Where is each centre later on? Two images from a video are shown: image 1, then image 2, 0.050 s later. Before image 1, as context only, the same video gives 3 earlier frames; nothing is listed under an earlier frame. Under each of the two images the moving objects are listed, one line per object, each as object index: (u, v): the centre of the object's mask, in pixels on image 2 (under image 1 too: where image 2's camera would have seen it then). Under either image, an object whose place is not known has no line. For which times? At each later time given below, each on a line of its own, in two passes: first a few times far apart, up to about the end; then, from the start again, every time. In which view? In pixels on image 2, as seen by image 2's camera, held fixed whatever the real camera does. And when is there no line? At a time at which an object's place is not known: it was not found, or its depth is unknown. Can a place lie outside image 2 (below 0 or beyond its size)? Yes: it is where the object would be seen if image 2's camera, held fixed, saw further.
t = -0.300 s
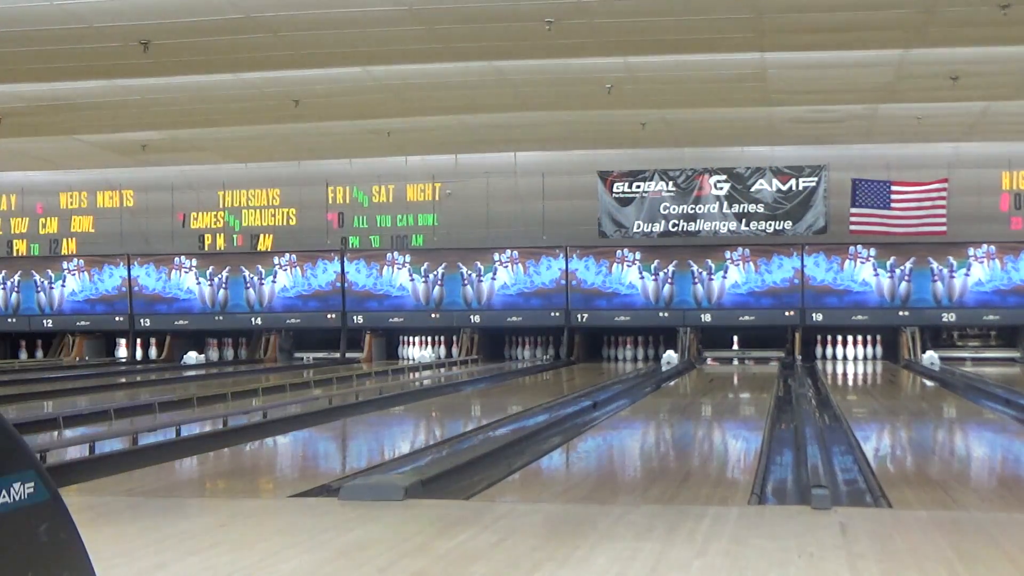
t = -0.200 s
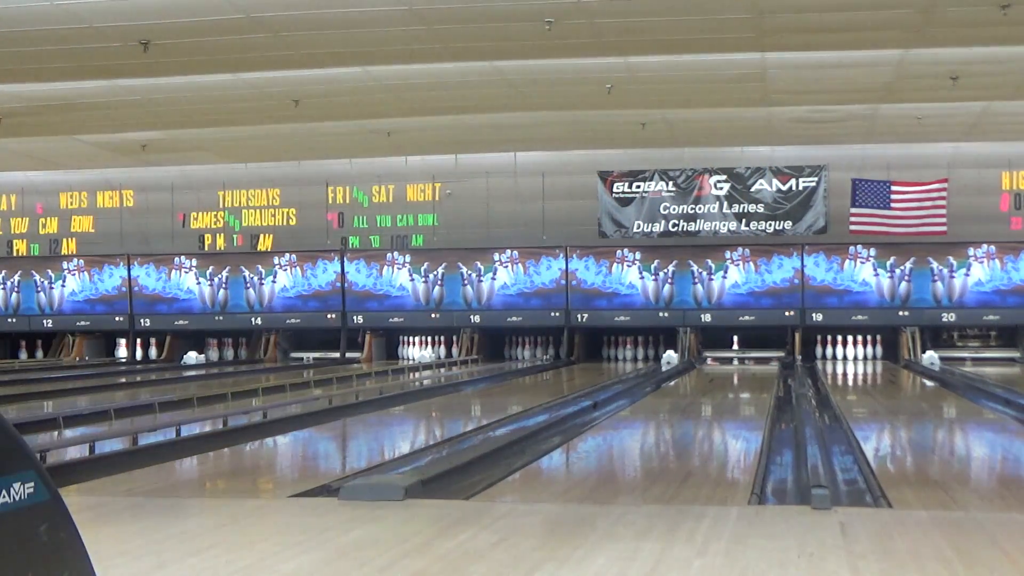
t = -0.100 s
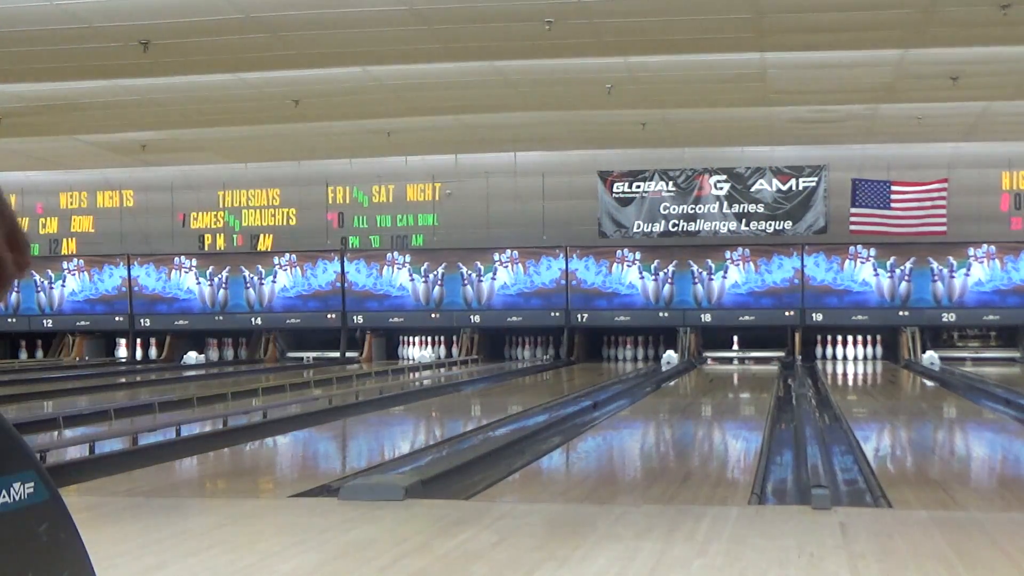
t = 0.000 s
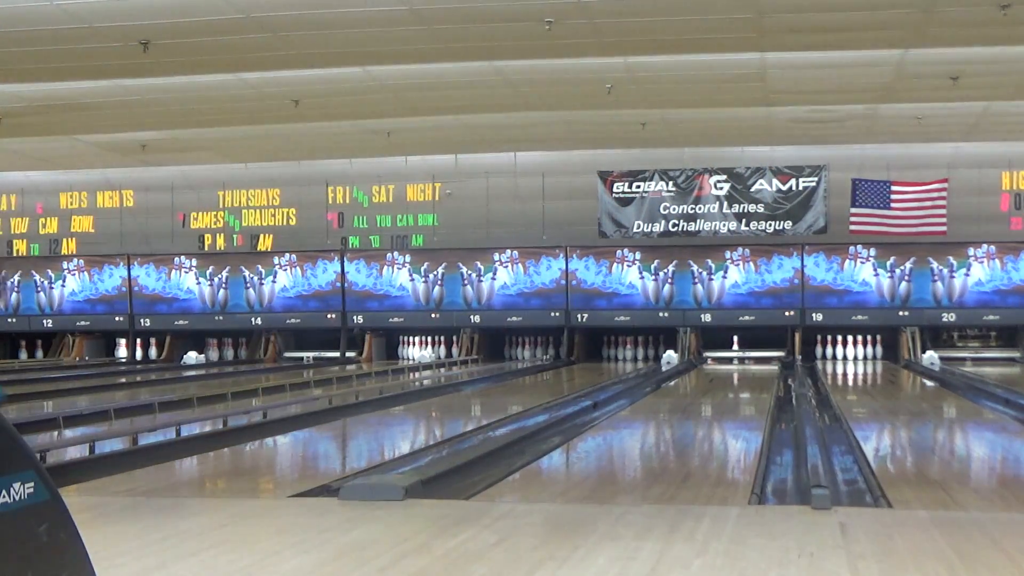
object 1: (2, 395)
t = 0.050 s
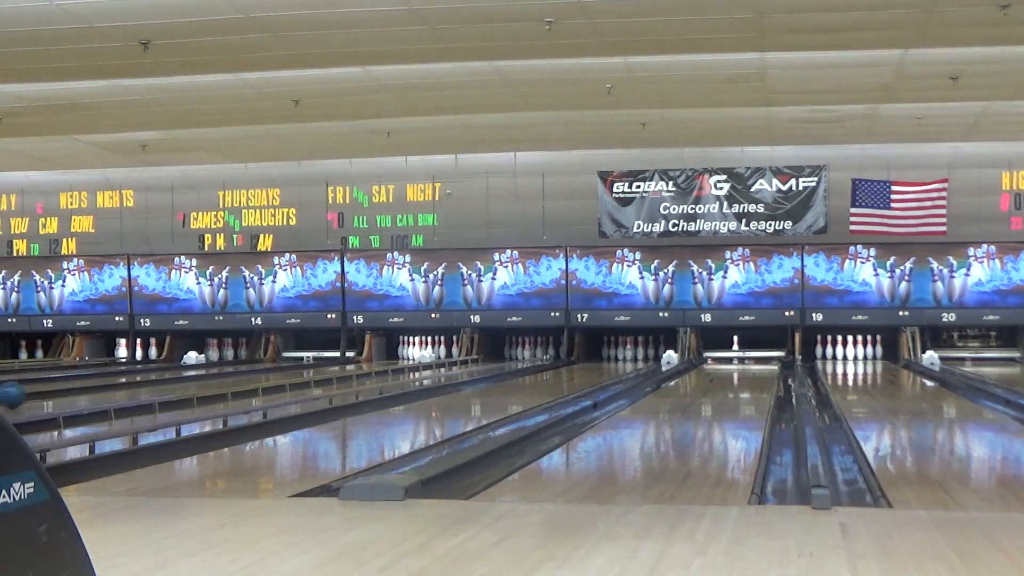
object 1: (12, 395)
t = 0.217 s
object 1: (71, 388)
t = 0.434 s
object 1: (136, 379)
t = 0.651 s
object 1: (188, 374)
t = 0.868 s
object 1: (230, 369)
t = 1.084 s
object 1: (266, 366)
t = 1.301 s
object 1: (296, 362)
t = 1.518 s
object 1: (321, 359)
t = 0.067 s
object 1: (18, 394)
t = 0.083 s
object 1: (24, 393)
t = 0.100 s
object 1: (30, 392)
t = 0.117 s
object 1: (35, 392)
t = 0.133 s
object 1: (42, 391)
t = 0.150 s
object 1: (49, 390)
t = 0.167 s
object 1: (54, 390)
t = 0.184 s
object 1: (59, 389)
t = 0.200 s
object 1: (66, 388)
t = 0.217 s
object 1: (71, 388)
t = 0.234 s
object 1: (75, 387)
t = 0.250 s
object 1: (82, 386)
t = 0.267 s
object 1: (87, 386)
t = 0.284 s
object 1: (92, 385)
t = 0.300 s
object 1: (97, 385)
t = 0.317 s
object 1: (102, 384)
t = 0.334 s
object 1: (108, 383)
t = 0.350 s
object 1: (112, 383)
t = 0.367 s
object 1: (117, 382)
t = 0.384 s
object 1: (122, 381)
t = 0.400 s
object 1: (127, 381)
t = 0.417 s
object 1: (131, 380)
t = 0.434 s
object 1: (136, 379)
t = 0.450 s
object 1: (139, 379)
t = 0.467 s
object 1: (144, 379)
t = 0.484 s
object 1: (148, 378)
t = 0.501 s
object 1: (152, 378)
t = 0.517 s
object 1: (157, 377)
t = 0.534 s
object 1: (161, 377)
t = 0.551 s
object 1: (166, 377)
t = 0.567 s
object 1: (169, 376)
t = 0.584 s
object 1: (172, 376)
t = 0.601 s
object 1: (177, 375)
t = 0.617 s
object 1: (181, 375)
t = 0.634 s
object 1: (185, 375)
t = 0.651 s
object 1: (188, 374)
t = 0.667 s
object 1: (192, 374)
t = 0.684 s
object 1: (195, 374)
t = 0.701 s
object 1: (199, 373)
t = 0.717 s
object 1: (202, 373)
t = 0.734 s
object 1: (205, 372)
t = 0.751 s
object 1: (208, 372)
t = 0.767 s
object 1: (212, 371)
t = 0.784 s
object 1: (215, 371)
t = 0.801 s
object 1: (218, 371)
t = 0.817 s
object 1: (221, 370)
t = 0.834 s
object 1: (225, 370)
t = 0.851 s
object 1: (228, 370)
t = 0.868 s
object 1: (230, 369)
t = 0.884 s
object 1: (234, 369)
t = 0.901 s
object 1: (237, 368)
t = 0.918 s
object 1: (240, 368)
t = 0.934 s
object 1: (243, 368)
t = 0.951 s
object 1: (246, 368)
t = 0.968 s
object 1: (248, 367)
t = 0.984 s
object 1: (251, 367)
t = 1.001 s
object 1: (254, 367)
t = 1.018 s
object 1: (256, 366)
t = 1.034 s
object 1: (259, 366)
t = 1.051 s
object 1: (261, 366)
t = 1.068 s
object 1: (264, 366)
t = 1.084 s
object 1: (266, 366)
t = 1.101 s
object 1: (269, 365)
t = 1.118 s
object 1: (272, 365)
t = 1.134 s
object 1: (274, 365)
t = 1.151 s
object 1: (276, 364)
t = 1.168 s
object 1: (279, 364)
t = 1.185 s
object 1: (281, 364)
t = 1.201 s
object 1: (283, 364)
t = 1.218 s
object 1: (285, 364)
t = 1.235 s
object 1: (287, 364)
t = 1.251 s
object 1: (290, 363)
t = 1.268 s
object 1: (293, 363)
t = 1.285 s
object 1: (295, 362)
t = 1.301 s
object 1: (296, 362)
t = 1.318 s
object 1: (299, 362)
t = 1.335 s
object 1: (301, 362)
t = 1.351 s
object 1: (303, 361)
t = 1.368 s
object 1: (306, 361)
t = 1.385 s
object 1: (307, 361)
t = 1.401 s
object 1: (309, 361)
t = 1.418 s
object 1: (310, 361)
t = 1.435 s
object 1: (313, 360)
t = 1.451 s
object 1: (314, 360)
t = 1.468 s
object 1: (316, 360)
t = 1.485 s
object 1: (318, 360)
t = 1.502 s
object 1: (320, 359)
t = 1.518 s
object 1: (321, 359)
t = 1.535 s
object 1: (324, 360)
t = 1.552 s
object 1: (325, 360)
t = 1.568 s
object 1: (327, 359)
